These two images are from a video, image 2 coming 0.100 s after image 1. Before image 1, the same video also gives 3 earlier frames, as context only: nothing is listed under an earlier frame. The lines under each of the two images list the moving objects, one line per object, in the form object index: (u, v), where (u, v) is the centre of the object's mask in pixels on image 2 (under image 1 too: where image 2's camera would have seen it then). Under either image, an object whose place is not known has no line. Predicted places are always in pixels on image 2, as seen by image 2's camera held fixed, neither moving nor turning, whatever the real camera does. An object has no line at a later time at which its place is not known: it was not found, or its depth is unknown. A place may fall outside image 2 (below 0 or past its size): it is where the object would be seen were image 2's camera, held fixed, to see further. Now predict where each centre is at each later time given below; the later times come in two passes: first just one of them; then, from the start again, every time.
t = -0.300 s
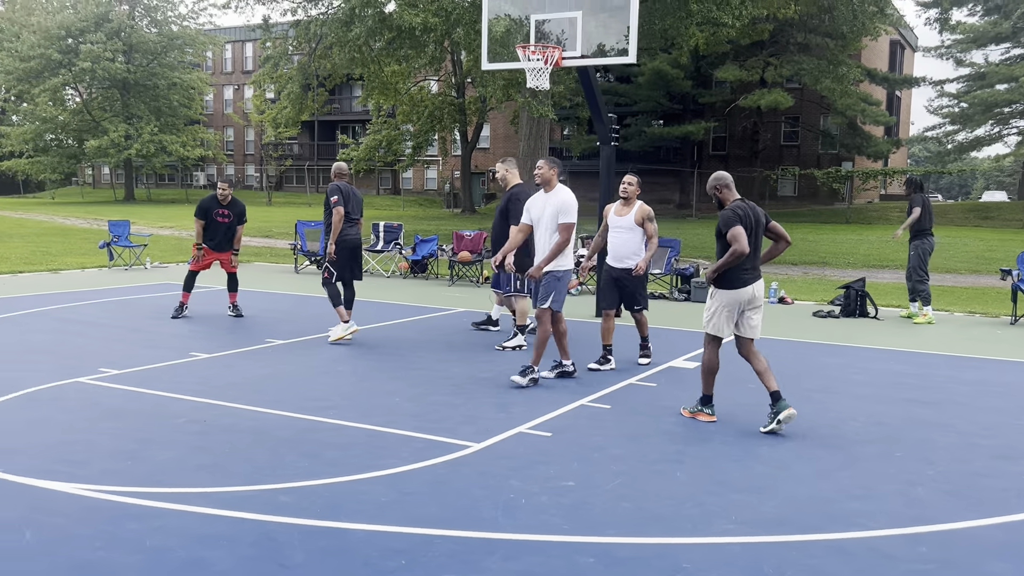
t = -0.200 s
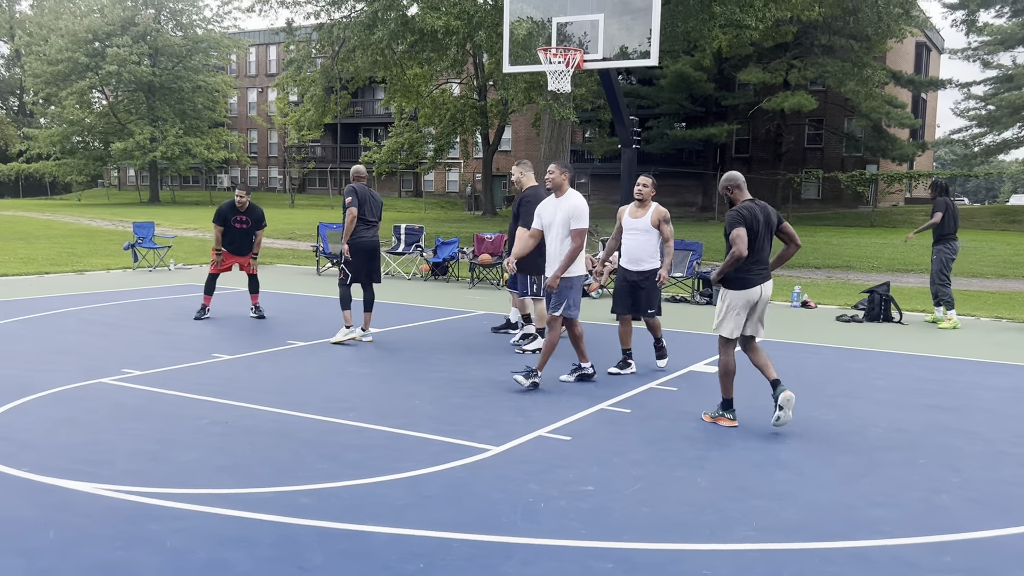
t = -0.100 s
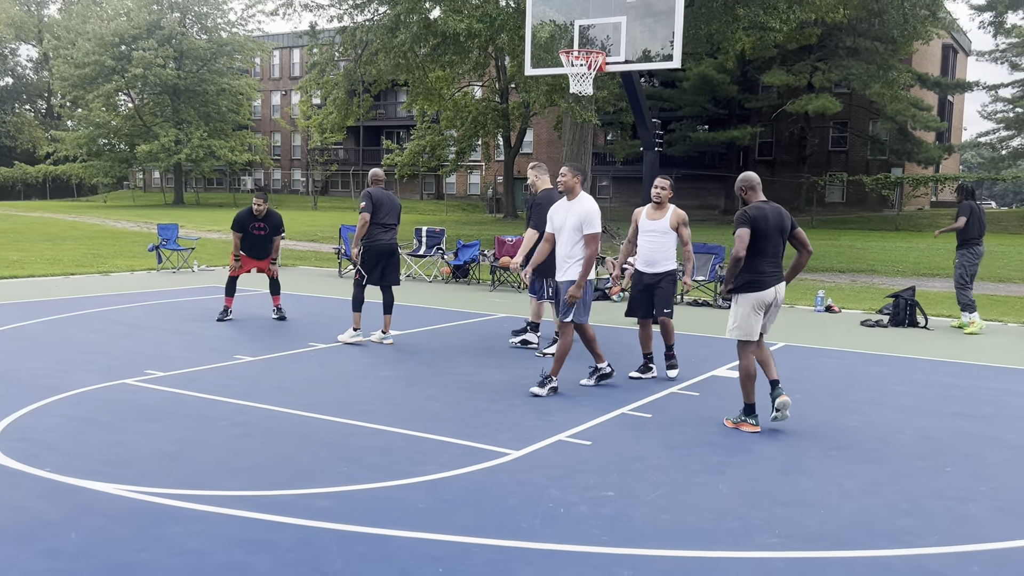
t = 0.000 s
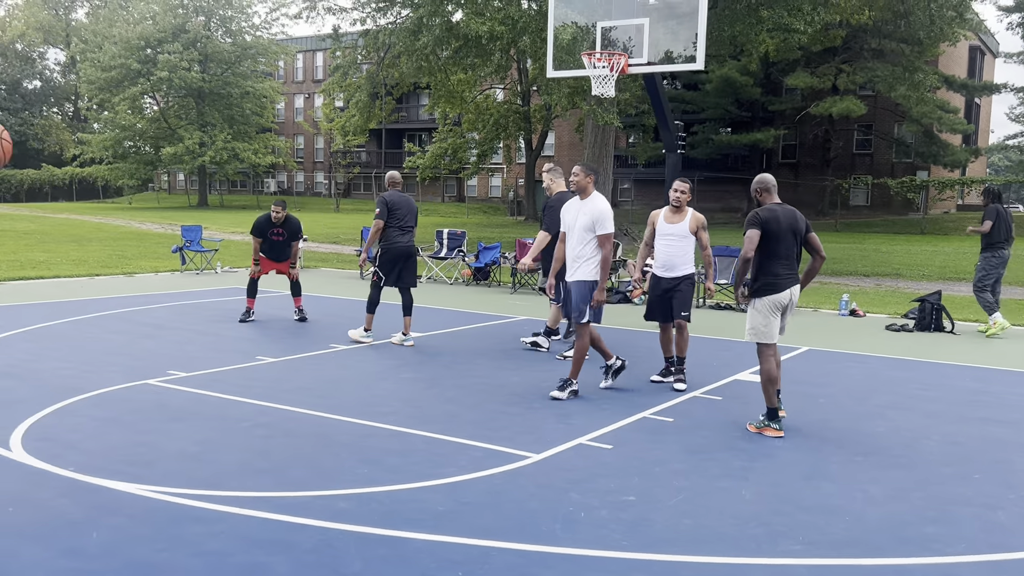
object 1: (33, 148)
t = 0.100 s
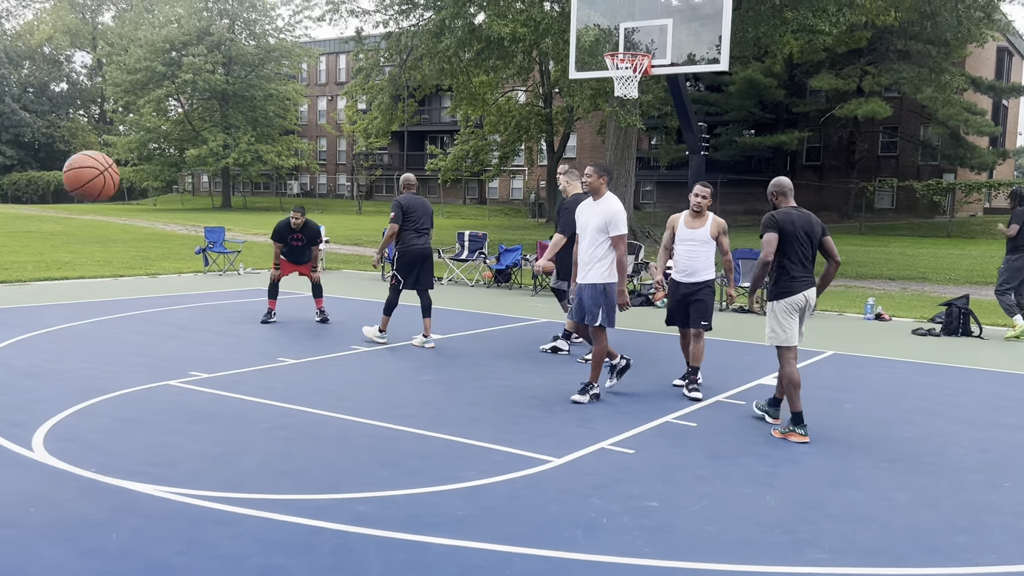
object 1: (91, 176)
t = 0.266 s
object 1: (210, 262)
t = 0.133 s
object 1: (116, 190)
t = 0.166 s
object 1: (141, 206)
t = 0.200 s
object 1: (164, 224)
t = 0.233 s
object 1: (188, 243)
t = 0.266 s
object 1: (210, 262)
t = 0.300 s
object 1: (232, 283)
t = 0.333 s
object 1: (252, 305)
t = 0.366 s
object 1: (272, 326)
